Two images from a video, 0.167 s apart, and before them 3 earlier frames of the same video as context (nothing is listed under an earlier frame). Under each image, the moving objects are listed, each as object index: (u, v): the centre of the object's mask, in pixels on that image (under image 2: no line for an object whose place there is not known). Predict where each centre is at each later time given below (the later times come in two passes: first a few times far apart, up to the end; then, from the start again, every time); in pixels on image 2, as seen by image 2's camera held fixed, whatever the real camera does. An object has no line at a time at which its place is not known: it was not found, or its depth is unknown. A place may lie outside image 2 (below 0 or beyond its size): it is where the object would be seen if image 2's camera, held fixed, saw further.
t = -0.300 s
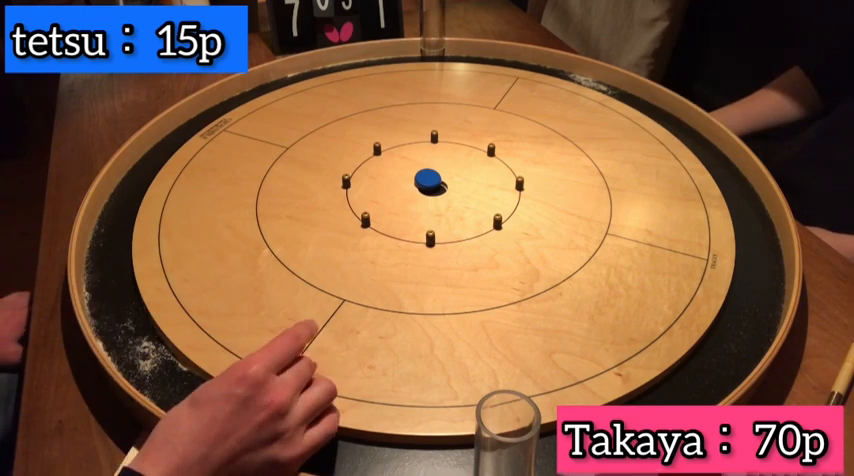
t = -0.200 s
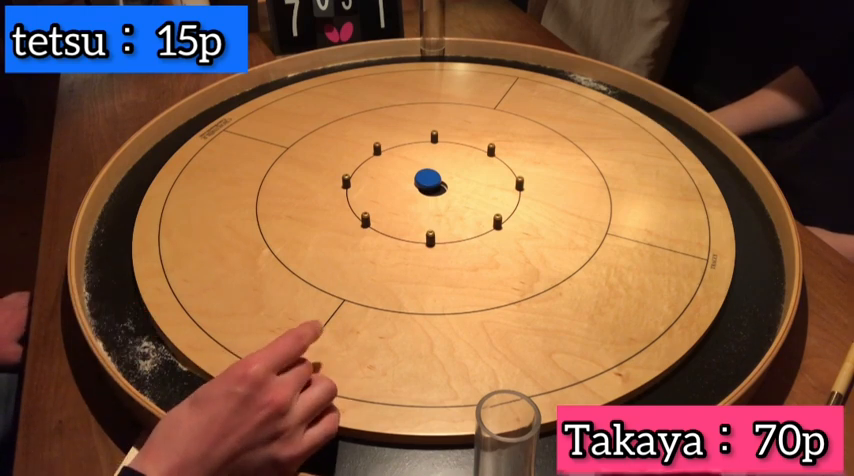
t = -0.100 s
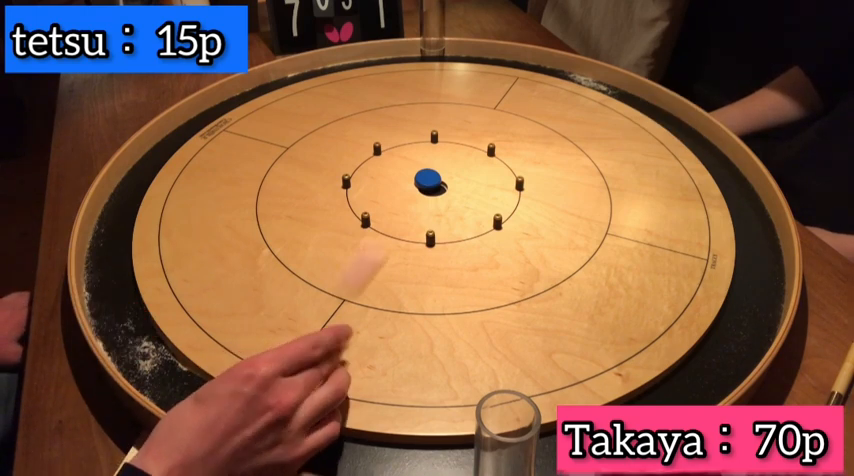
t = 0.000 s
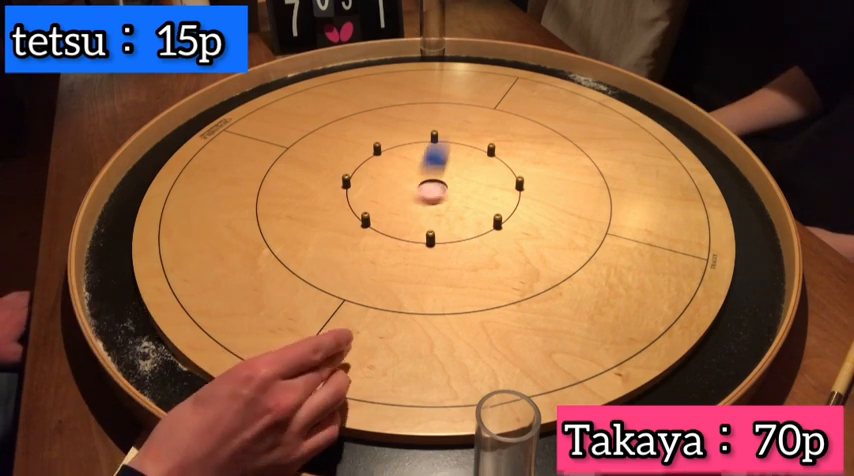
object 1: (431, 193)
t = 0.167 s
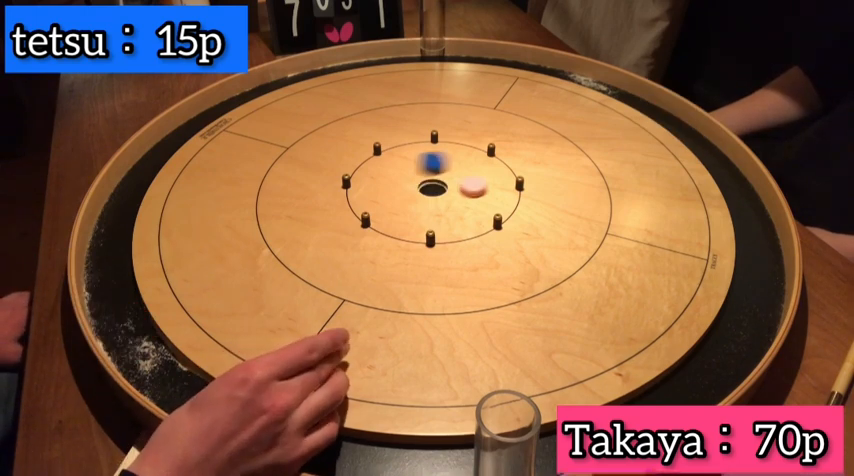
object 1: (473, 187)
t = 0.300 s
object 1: (488, 184)
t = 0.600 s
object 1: (489, 184)
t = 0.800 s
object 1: (489, 184)
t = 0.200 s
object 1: (478, 185)
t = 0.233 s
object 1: (482, 185)
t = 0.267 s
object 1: (486, 185)
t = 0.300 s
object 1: (488, 184)
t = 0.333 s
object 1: (489, 184)
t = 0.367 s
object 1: (490, 183)
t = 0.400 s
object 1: (490, 183)
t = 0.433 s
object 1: (489, 184)
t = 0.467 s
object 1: (490, 184)
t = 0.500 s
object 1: (489, 184)
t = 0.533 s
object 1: (489, 184)
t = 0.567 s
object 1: (489, 184)
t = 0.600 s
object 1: (489, 184)
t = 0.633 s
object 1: (489, 184)
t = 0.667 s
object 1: (489, 184)
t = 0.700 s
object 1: (489, 184)
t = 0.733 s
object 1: (489, 184)
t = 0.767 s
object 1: (489, 184)
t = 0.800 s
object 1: (489, 184)
